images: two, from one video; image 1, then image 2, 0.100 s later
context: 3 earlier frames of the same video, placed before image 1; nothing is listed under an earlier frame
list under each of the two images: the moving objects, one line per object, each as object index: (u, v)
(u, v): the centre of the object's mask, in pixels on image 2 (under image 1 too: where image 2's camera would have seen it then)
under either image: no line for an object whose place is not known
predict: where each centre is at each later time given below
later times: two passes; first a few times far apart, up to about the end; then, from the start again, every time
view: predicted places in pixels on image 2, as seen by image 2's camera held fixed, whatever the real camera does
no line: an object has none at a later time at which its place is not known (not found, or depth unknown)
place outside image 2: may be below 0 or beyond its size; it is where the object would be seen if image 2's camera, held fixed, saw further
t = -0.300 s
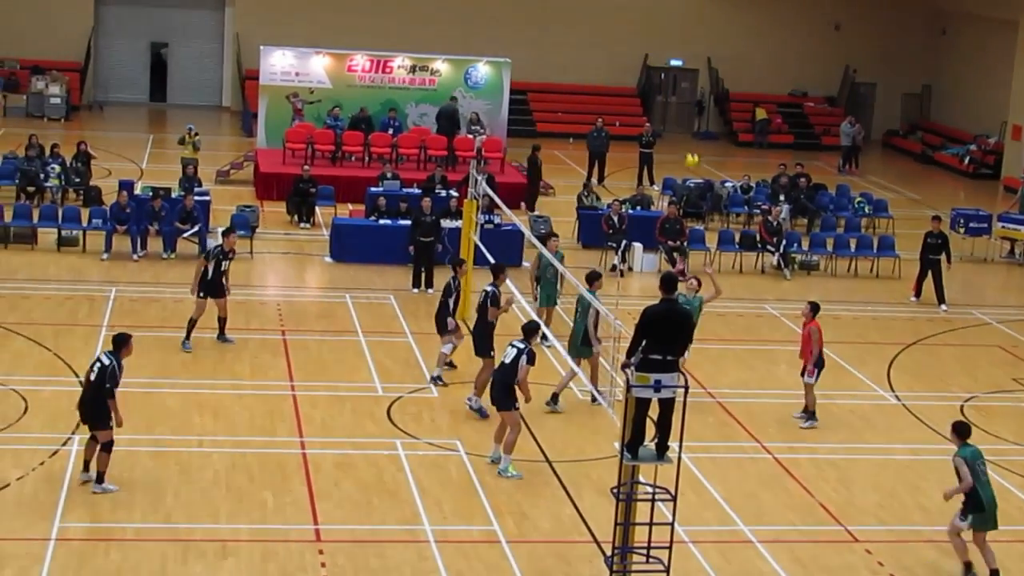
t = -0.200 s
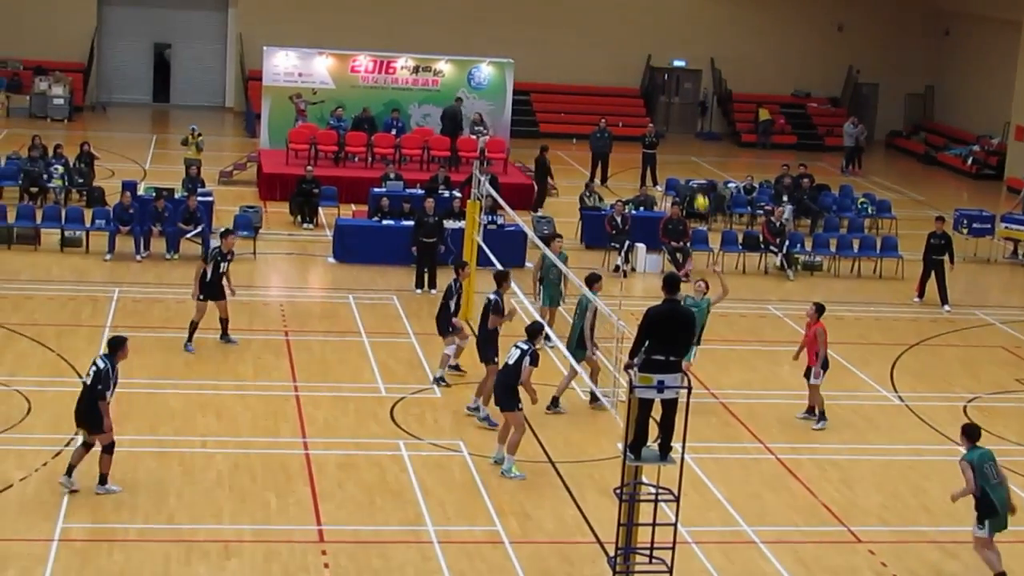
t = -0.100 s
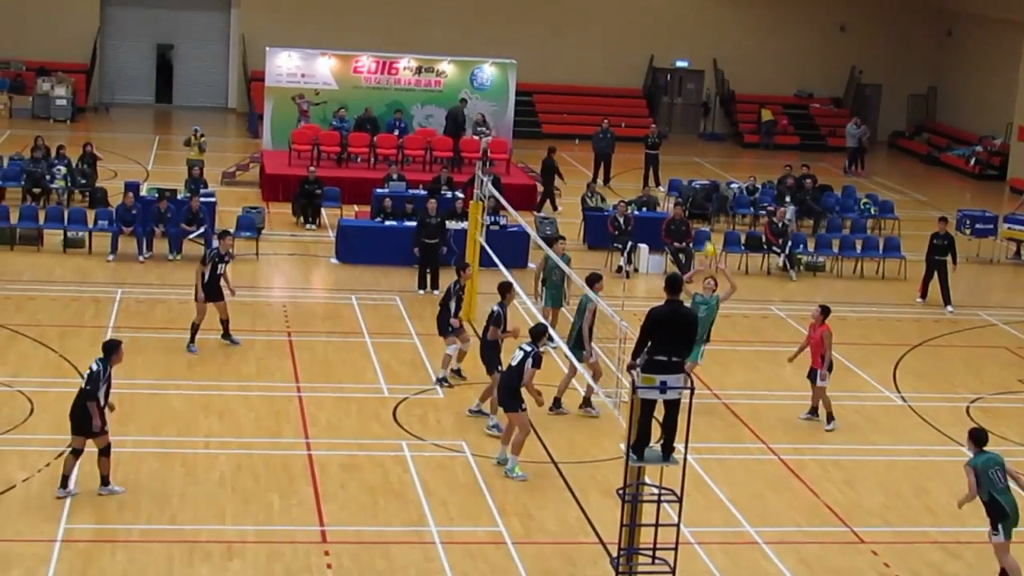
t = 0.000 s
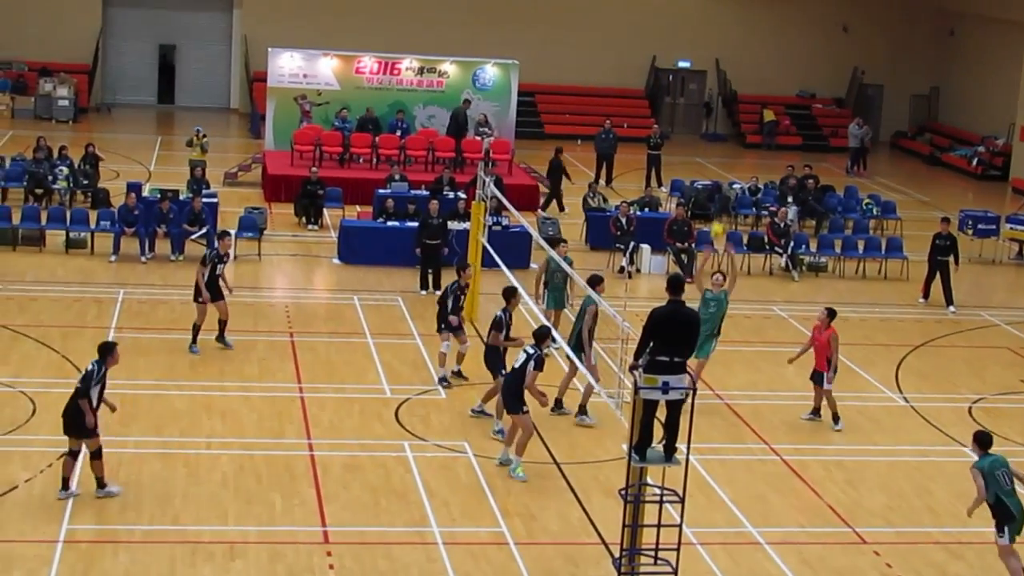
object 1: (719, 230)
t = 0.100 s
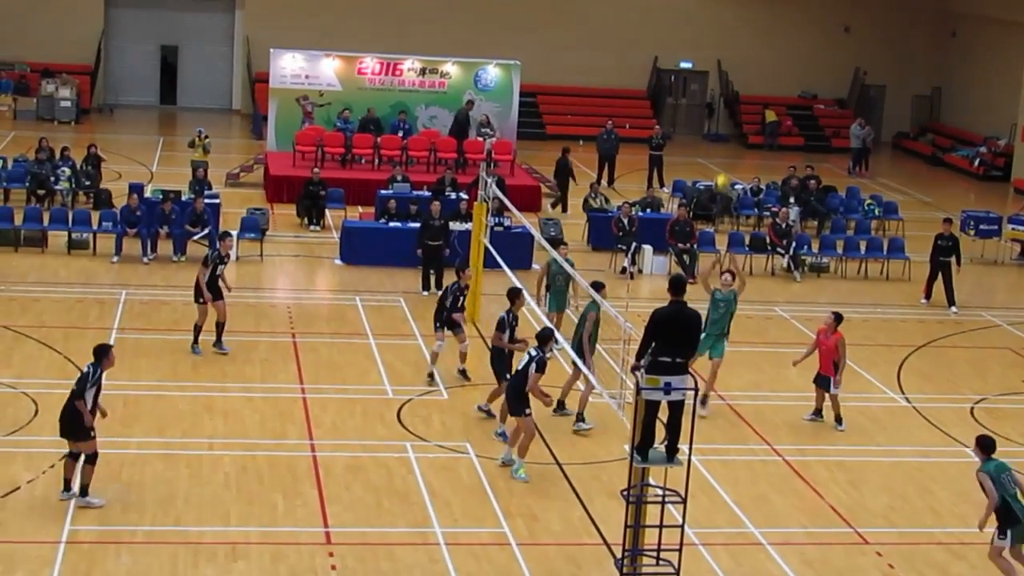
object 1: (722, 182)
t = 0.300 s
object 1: (724, 107)
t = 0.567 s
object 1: (724, 53)
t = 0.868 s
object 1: (718, 53)
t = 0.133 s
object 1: (721, 166)
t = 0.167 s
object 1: (721, 152)
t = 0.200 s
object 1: (723, 141)
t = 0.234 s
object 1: (723, 130)
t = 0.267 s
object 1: (723, 118)
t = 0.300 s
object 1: (724, 107)
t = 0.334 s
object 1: (724, 97)
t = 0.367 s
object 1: (724, 88)
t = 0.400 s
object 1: (724, 80)
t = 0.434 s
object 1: (724, 72)
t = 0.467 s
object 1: (725, 67)
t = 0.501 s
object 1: (725, 61)
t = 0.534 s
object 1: (724, 56)
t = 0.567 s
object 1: (724, 53)
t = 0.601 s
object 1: (724, 49)
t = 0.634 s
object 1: (723, 46)
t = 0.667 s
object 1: (723, 44)
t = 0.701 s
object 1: (722, 44)
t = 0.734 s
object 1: (721, 44)
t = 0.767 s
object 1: (721, 45)
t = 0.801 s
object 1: (720, 47)
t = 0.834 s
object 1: (718, 50)
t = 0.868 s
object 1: (718, 53)
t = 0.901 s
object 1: (716, 57)
